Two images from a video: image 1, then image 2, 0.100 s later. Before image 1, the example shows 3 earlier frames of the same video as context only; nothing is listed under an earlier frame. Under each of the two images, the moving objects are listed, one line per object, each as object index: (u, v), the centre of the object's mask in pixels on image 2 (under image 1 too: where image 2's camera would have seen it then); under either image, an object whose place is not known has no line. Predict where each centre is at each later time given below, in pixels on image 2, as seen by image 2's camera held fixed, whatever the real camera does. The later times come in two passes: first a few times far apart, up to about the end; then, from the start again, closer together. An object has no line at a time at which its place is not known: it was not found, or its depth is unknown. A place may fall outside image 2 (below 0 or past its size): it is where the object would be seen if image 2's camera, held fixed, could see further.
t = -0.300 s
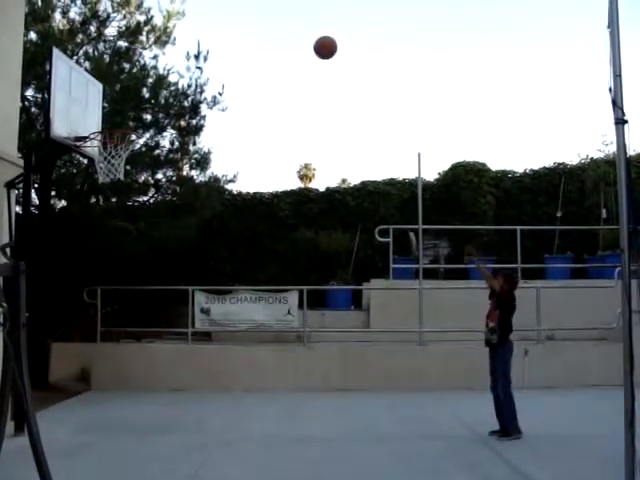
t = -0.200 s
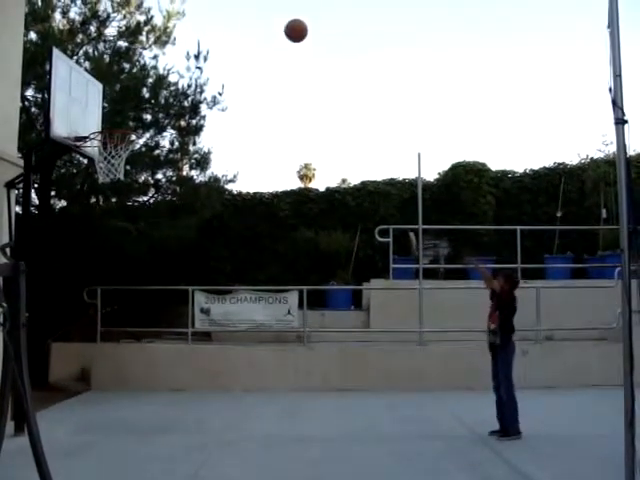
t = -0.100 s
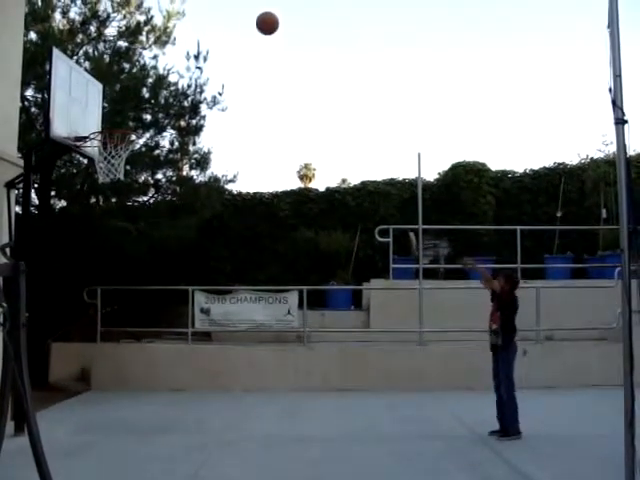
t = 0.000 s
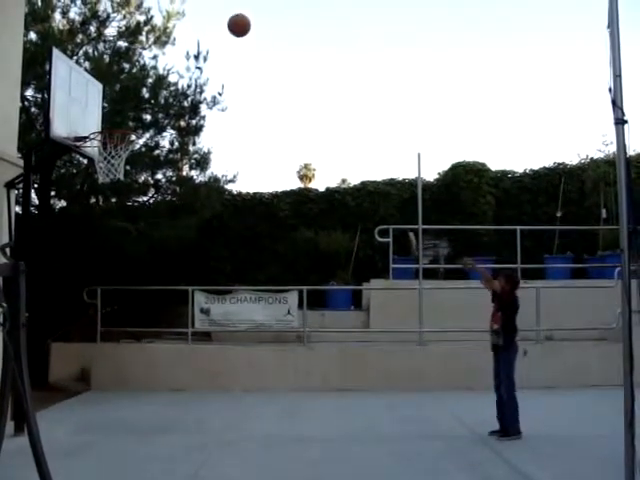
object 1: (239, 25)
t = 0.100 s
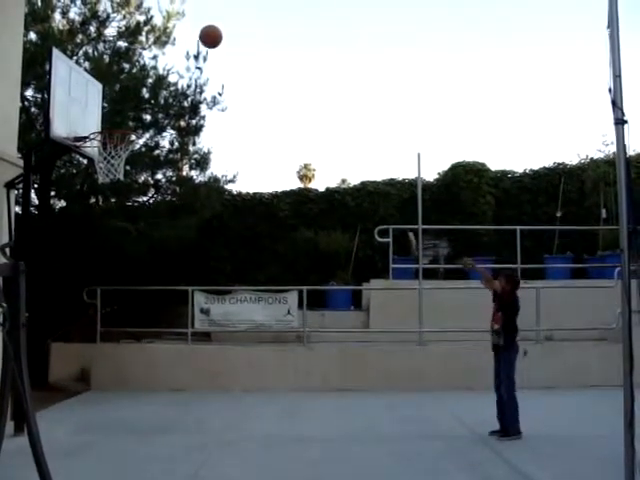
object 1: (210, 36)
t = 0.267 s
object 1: (166, 75)
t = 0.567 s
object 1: (93, 172)
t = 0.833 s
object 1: (59, 266)
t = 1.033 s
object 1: (37, 386)
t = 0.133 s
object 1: (201, 42)
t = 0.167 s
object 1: (192, 49)
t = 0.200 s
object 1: (182, 57)
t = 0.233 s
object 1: (173, 66)
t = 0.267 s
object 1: (166, 75)
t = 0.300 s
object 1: (155, 84)
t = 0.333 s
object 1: (144, 99)
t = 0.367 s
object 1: (136, 113)
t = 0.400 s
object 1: (127, 122)
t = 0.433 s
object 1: (118, 137)
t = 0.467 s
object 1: (110, 153)
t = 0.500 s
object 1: (101, 171)
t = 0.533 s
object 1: (99, 169)
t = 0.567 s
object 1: (93, 172)
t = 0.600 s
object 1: (91, 180)
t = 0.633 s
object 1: (86, 190)
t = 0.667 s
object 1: (81, 200)
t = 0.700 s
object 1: (76, 211)
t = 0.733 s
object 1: (72, 223)
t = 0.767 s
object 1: (68, 236)
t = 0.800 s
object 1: (64, 250)
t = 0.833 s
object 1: (59, 266)
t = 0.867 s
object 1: (55, 284)
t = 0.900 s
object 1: (50, 302)
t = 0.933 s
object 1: (46, 321)
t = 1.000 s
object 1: (38, 365)
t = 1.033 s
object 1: (37, 386)
